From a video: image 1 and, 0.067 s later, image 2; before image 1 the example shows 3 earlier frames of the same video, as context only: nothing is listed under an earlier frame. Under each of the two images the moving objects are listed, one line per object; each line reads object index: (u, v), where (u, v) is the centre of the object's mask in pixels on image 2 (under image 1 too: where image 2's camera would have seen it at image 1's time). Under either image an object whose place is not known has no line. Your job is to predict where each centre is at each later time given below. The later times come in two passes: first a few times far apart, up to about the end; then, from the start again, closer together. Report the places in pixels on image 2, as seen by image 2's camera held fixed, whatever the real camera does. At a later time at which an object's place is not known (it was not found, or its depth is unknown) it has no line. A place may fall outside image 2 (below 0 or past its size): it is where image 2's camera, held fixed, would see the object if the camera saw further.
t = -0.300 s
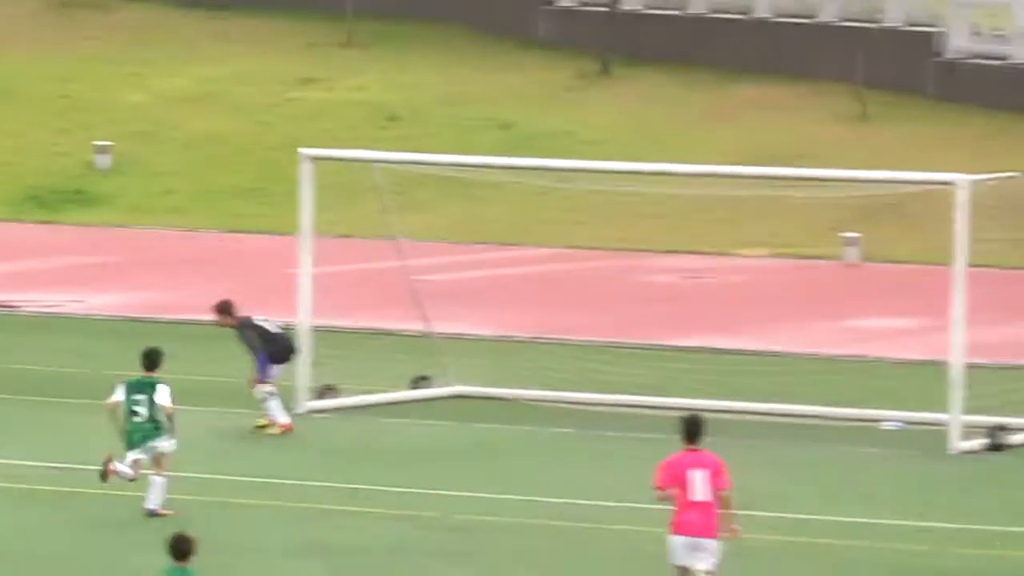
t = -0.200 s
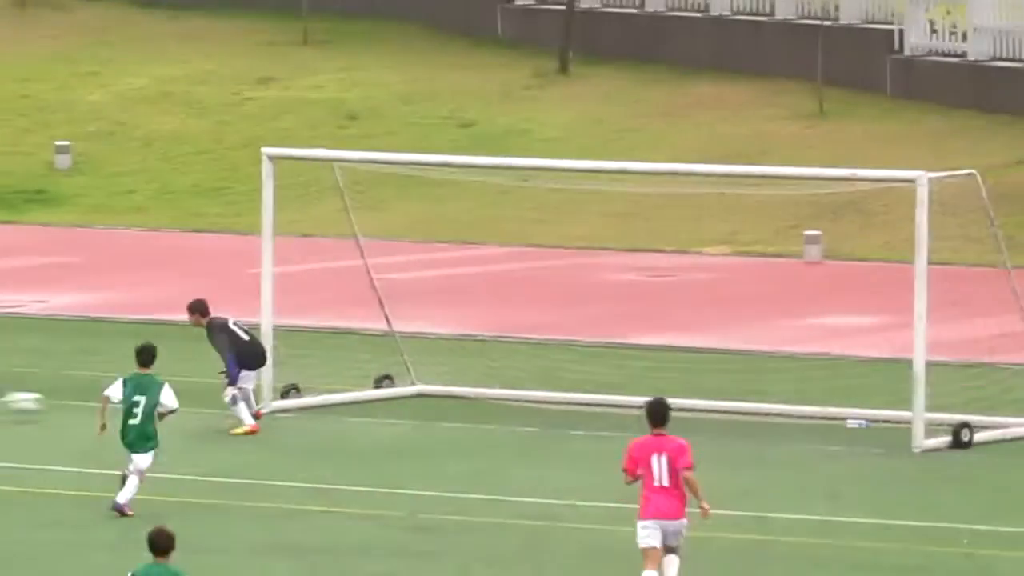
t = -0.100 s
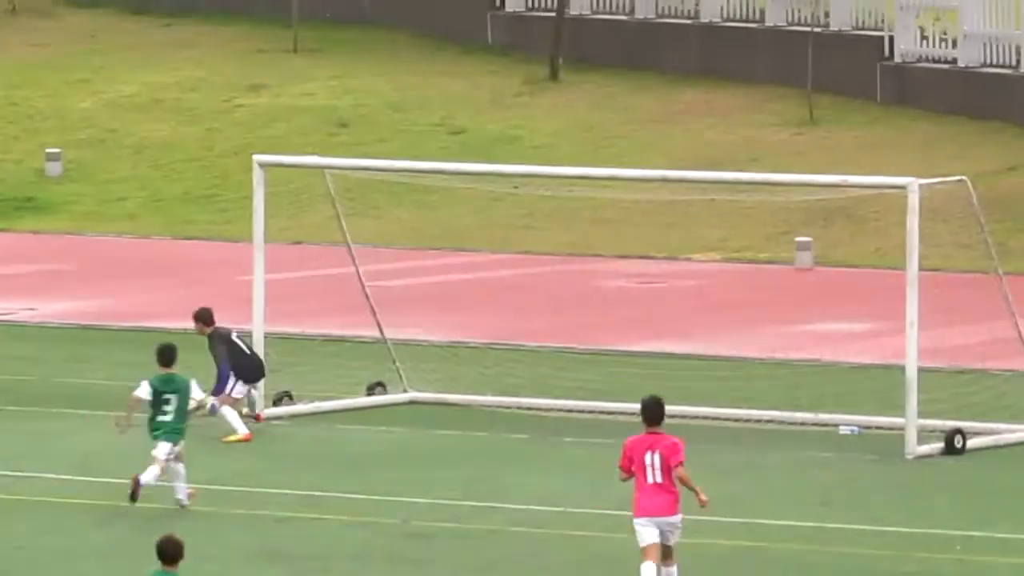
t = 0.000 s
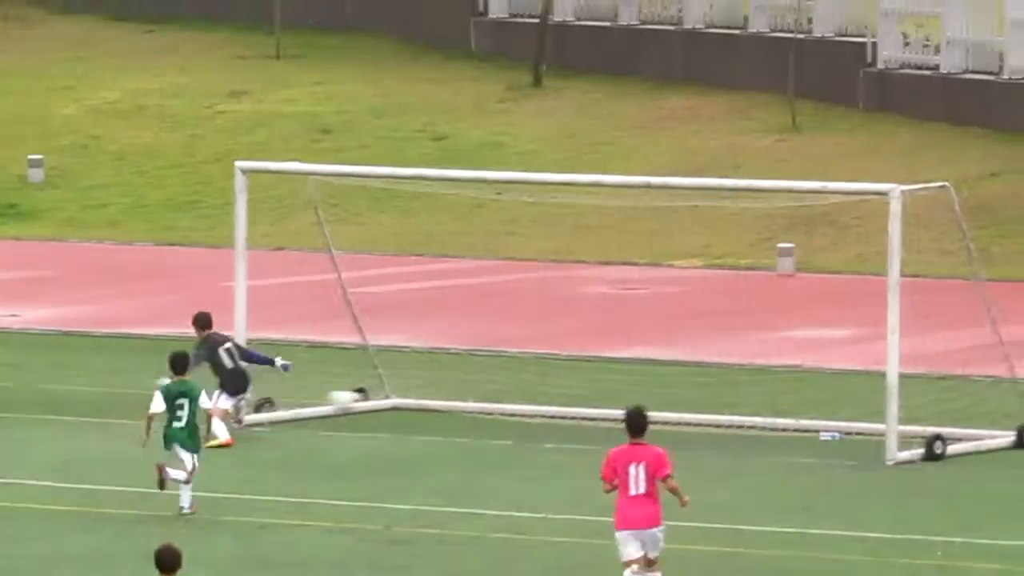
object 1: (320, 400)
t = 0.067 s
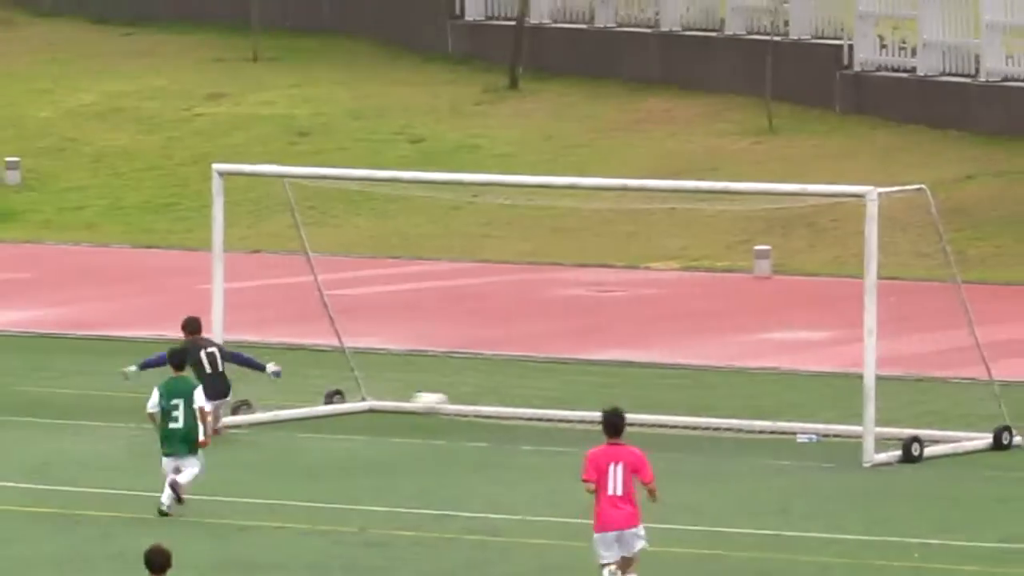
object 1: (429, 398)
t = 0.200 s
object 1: (592, 408)
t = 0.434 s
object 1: (651, 366)
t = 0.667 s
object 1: (705, 380)
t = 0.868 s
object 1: (753, 431)
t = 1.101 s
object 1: (792, 396)
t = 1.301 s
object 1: (827, 412)
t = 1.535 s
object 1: (878, 423)
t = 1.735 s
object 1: (911, 430)
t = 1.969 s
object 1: (945, 422)
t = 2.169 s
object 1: (952, 416)
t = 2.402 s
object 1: (946, 436)
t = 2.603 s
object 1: (944, 437)
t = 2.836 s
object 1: (944, 437)
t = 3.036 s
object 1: (943, 437)
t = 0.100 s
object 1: (482, 400)
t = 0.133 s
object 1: (533, 404)
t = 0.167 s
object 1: (578, 409)
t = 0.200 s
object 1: (592, 408)
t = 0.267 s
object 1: (616, 386)
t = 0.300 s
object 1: (622, 382)
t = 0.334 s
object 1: (629, 377)
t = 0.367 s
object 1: (636, 372)
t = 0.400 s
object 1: (644, 369)
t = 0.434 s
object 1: (651, 366)
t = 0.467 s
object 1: (659, 364)
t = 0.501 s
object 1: (666, 363)
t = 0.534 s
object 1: (675, 364)
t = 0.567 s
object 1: (682, 366)
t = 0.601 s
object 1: (690, 370)
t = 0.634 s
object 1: (698, 373)
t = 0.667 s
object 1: (705, 380)
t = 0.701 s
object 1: (714, 387)
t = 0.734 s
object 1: (722, 393)
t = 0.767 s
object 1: (730, 402)
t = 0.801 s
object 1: (738, 413)
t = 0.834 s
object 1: (746, 424)
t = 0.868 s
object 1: (753, 431)
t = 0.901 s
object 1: (760, 422)
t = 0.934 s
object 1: (764, 415)
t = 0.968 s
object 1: (770, 409)
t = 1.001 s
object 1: (775, 405)
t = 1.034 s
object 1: (782, 401)
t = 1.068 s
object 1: (786, 398)
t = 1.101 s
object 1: (792, 396)
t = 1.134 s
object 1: (798, 397)
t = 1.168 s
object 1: (804, 397)
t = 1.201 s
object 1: (810, 399)
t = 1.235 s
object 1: (815, 403)
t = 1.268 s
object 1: (821, 406)
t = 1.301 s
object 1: (827, 412)
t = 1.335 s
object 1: (832, 419)
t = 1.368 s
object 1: (837, 425)
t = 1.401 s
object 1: (843, 436)
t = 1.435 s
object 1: (850, 433)
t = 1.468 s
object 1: (855, 428)
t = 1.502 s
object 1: (858, 425)
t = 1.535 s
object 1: (878, 423)
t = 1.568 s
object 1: (881, 422)
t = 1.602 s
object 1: (885, 423)
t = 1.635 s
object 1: (891, 424)
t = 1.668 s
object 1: (898, 426)
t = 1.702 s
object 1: (905, 428)
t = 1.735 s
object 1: (911, 430)
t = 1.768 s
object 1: (923, 436)
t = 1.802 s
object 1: (926, 434)
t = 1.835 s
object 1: (931, 434)
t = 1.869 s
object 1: (937, 433)
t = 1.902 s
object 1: (942, 432)
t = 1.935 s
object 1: (943, 428)
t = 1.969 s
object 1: (945, 422)
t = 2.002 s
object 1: (947, 418)
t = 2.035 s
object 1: (949, 417)
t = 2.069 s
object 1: (949, 414)
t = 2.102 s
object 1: (951, 414)
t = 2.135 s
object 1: (952, 415)
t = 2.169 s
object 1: (952, 416)
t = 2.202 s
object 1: (953, 420)
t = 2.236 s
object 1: (953, 425)
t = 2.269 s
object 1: (951, 428)
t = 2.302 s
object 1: (949, 433)
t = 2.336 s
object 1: (947, 438)
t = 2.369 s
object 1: (948, 437)
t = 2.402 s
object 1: (946, 436)
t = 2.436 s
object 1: (945, 435)
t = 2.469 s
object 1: (944, 437)
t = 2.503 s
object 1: (944, 437)
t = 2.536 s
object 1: (944, 437)
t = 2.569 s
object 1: (944, 437)
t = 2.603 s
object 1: (944, 437)
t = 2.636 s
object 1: (943, 437)
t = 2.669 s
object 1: (944, 437)
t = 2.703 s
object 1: (944, 437)
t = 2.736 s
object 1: (944, 437)
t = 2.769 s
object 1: (944, 437)
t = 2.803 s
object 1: (944, 437)
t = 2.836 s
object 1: (944, 437)
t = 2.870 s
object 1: (944, 437)
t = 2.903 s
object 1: (944, 437)
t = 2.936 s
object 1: (944, 437)
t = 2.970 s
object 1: (944, 437)
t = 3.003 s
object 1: (944, 437)
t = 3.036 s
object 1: (943, 437)
